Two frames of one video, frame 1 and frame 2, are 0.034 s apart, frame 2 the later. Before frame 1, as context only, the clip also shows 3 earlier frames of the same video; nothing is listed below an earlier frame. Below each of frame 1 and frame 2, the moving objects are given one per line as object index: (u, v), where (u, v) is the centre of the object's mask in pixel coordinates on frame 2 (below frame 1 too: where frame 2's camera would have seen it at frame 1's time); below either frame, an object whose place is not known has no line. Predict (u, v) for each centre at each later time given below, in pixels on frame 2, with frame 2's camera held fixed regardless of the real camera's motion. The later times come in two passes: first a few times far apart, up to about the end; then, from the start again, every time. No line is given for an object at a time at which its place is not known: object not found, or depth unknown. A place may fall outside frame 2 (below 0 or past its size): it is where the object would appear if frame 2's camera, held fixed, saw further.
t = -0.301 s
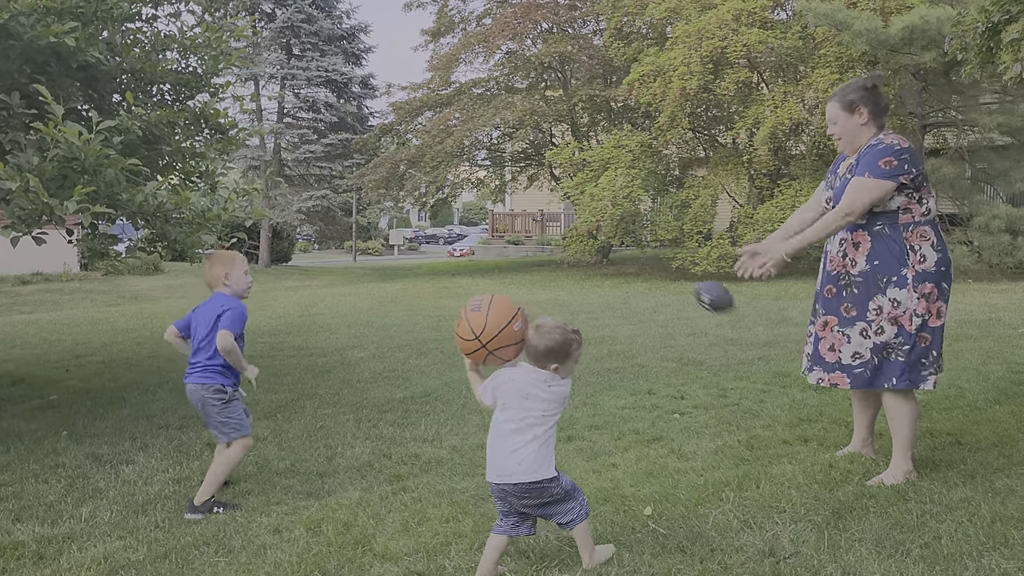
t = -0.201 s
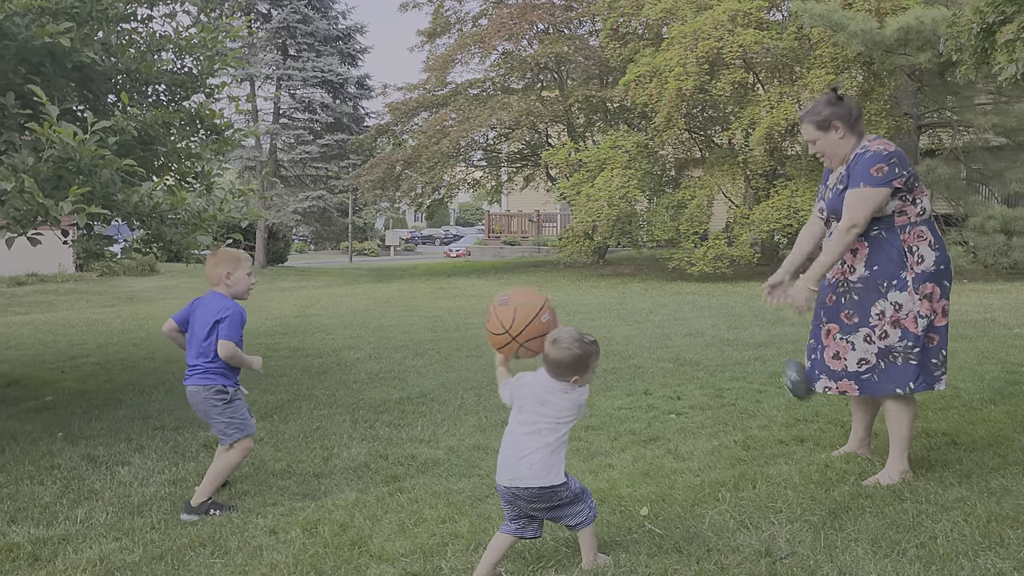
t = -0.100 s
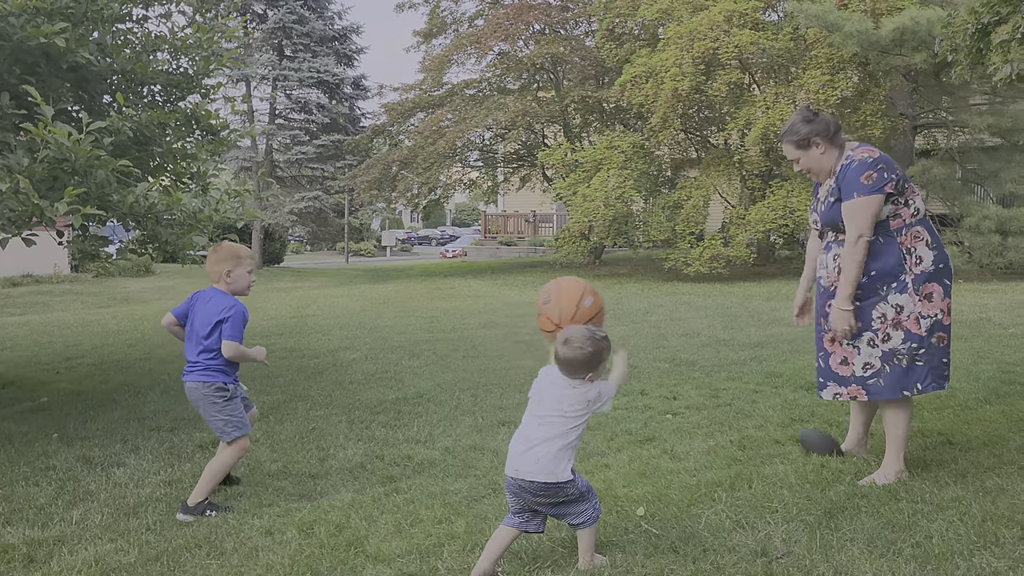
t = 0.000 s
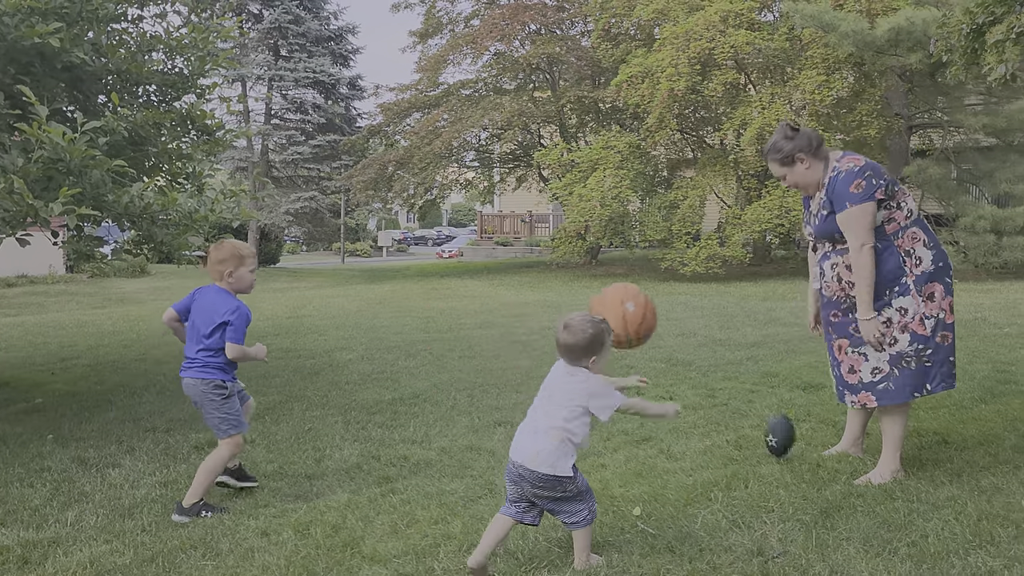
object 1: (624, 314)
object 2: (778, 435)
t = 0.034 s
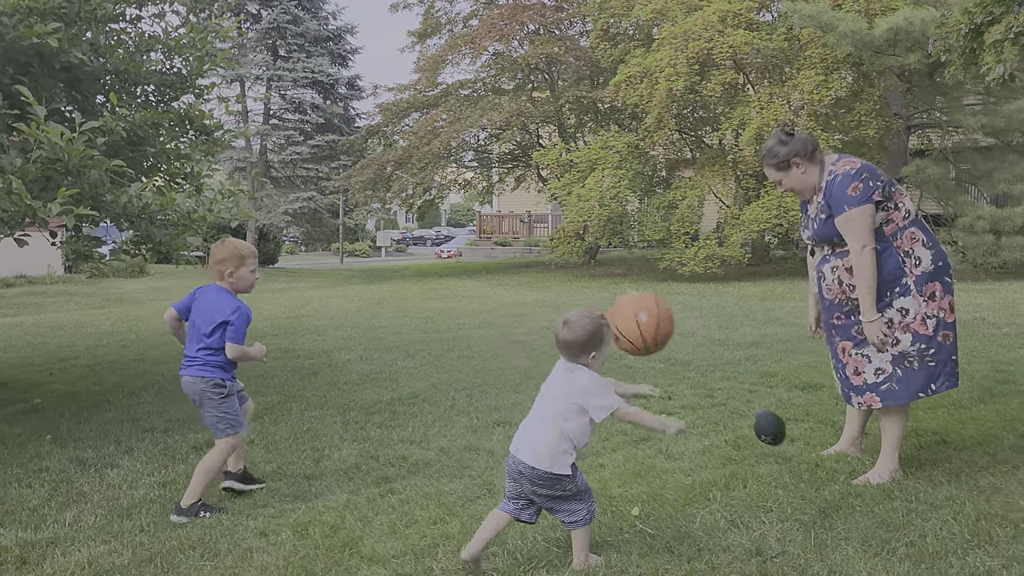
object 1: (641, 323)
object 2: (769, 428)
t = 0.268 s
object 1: (750, 443)
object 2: (703, 446)
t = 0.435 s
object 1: (780, 398)
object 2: (675, 446)
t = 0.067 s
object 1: (658, 334)
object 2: (760, 423)
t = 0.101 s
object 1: (675, 346)
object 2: (751, 420)
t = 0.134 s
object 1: (691, 362)
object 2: (742, 419)
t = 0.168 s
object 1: (706, 379)
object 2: (733, 423)
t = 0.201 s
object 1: (722, 397)
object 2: (727, 435)
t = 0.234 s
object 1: (736, 420)
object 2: (702, 433)
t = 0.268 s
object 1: (750, 443)
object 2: (703, 446)
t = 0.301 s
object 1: (760, 453)
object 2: (698, 461)
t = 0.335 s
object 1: (766, 436)
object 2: (693, 460)
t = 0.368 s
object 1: (771, 421)
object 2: (687, 453)
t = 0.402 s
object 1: (775, 408)
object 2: (680, 448)
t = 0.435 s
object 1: (780, 398)
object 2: (675, 446)
